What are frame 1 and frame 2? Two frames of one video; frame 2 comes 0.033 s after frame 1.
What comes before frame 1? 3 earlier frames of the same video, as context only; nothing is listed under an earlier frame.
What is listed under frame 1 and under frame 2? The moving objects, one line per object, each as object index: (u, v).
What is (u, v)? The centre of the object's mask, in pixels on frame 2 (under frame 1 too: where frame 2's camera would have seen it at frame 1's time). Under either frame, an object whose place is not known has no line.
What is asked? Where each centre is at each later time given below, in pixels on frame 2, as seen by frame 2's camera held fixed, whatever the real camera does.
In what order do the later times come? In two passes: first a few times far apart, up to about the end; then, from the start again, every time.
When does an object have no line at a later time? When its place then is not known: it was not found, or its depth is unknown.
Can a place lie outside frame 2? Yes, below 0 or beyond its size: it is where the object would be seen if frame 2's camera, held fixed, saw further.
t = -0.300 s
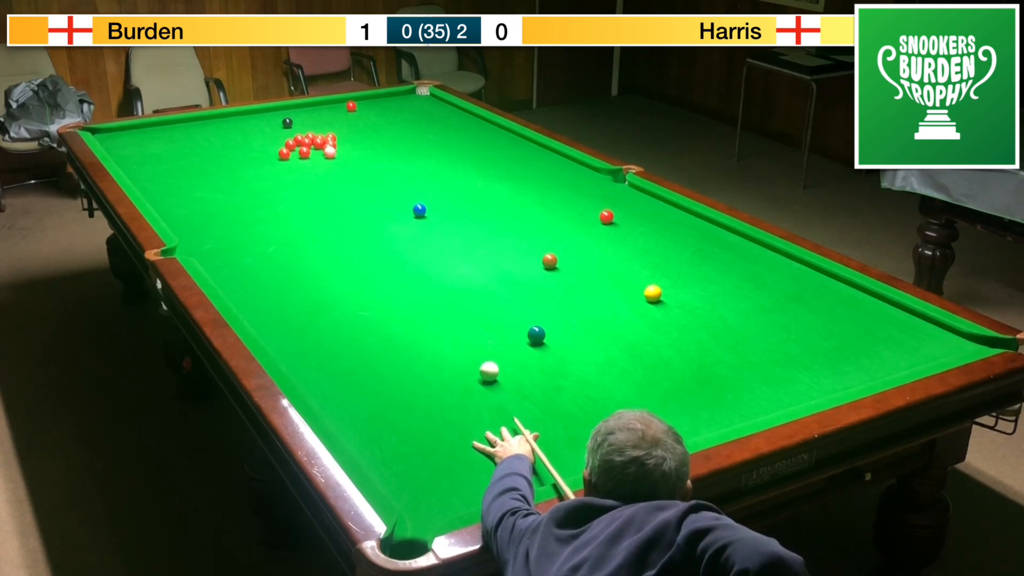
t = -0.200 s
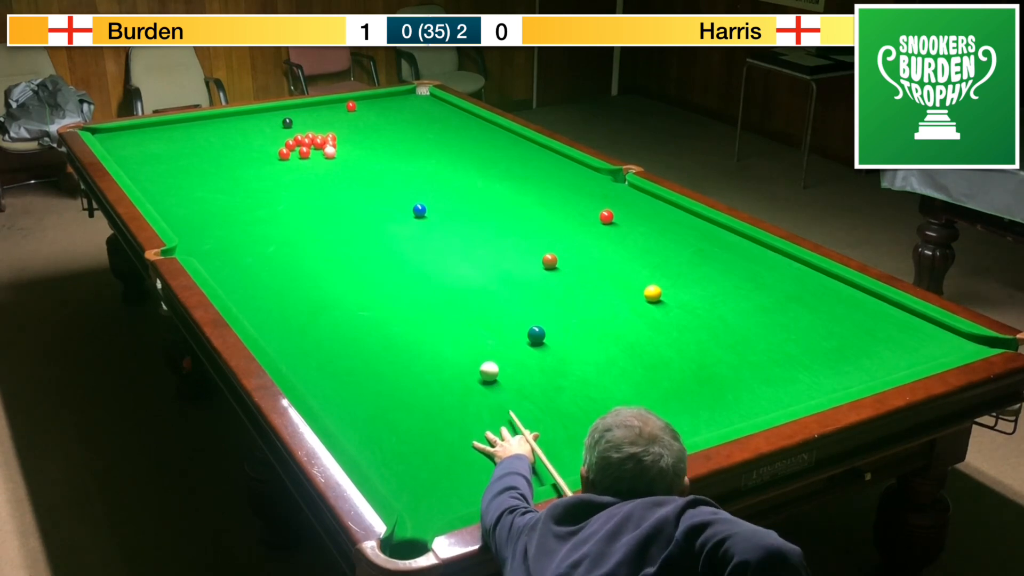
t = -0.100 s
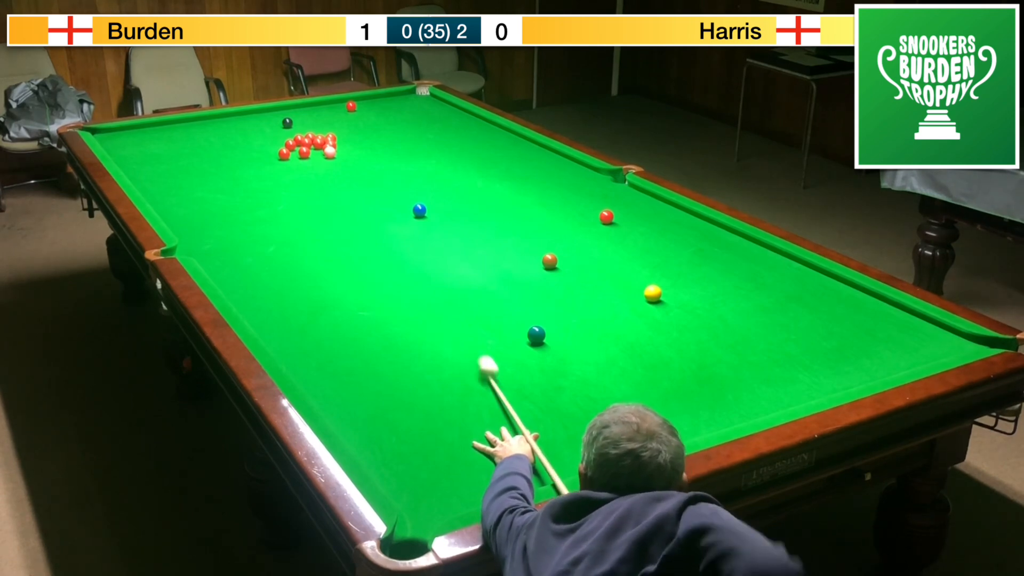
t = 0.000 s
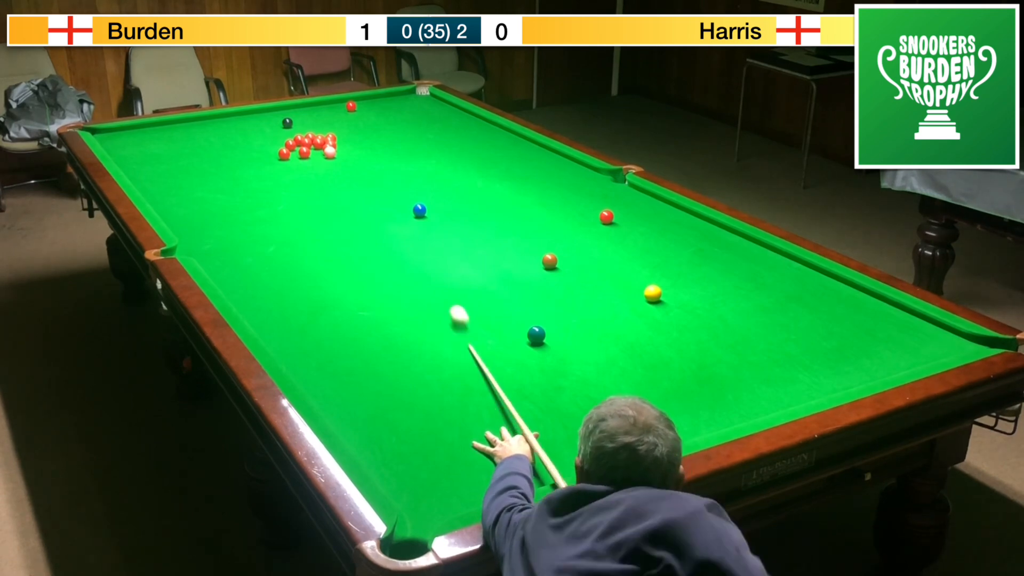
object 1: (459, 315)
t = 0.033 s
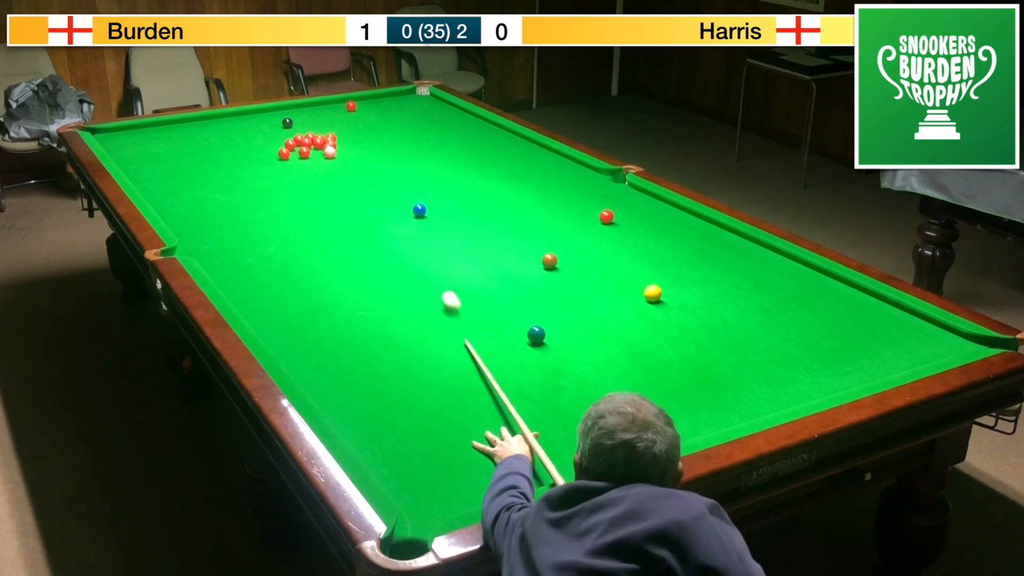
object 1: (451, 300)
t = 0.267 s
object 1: (409, 227)
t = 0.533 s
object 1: (382, 179)
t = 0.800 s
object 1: (365, 149)
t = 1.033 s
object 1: (353, 128)
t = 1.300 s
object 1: (340, 107)
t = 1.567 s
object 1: (348, 104)
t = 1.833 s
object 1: (355, 105)
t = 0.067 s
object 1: (443, 287)
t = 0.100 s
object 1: (437, 275)
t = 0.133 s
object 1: (430, 264)
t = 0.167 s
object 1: (424, 254)
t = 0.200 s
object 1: (419, 244)
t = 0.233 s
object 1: (414, 235)
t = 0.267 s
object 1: (409, 227)
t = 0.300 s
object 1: (405, 220)
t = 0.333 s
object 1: (401, 213)
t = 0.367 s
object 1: (397, 206)
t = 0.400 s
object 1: (393, 200)
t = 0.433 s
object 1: (390, 194)
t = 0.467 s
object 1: (387, 188)
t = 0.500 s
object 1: (384, 183)
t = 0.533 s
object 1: (382, 179)
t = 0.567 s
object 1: (379, 174)
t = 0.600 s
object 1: (377, 170)
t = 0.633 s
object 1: (375, 166)
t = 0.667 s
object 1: (373, 163)
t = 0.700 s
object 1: (370, 159)
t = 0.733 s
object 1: (369, 156)
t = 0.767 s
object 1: (367, 152)
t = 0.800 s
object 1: (365, 149)
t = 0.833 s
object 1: (363, 146)
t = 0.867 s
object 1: (361, 143)
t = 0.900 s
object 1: (359, 140)
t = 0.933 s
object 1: (358, 137)
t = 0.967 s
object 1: (356, 134)
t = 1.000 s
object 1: (354, 131)
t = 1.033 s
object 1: (353, 128)
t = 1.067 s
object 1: (351, 125)
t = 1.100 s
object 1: (349, 123)
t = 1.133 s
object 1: (348, 120)
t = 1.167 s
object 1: (346, 117)
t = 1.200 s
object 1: (345, 115)
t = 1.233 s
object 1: (343, 112)
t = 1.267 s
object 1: (342, 110)
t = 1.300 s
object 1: (340, 107)
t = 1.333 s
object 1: (339, 105)
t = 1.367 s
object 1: (338, 103)
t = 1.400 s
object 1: (336, 100)
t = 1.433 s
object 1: (339, 101)
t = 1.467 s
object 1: (343, 103)
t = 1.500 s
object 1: (345, 103)
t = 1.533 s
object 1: (347, 104)
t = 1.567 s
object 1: (348, 104)
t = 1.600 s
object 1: (349, 104)
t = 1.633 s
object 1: (350, 104)
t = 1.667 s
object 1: (351, 104)
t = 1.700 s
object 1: (352, 104)
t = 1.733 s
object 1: (352, 104)
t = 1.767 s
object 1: (353, 104)
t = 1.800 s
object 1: (354, 104)
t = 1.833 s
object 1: (355, 105)
